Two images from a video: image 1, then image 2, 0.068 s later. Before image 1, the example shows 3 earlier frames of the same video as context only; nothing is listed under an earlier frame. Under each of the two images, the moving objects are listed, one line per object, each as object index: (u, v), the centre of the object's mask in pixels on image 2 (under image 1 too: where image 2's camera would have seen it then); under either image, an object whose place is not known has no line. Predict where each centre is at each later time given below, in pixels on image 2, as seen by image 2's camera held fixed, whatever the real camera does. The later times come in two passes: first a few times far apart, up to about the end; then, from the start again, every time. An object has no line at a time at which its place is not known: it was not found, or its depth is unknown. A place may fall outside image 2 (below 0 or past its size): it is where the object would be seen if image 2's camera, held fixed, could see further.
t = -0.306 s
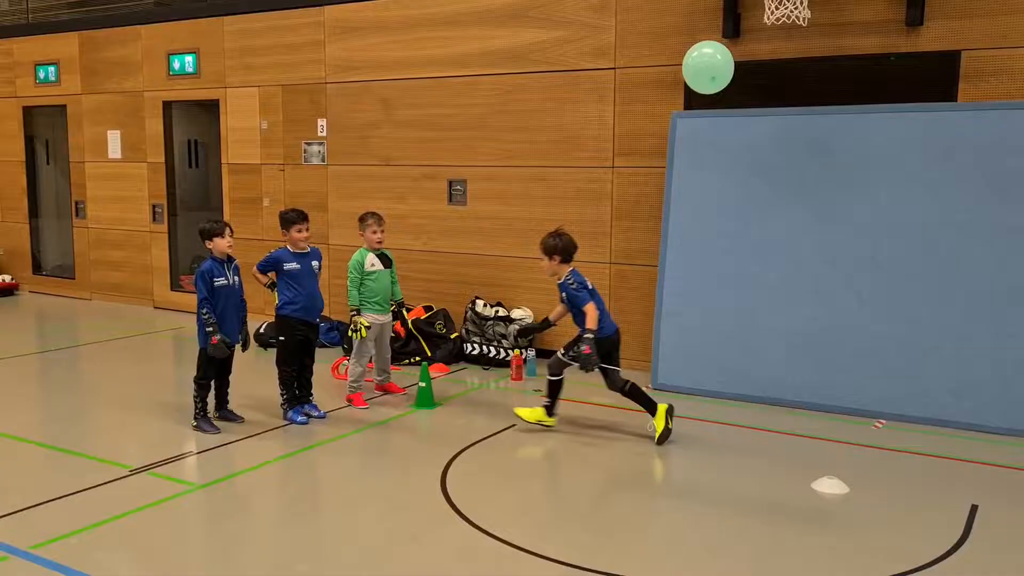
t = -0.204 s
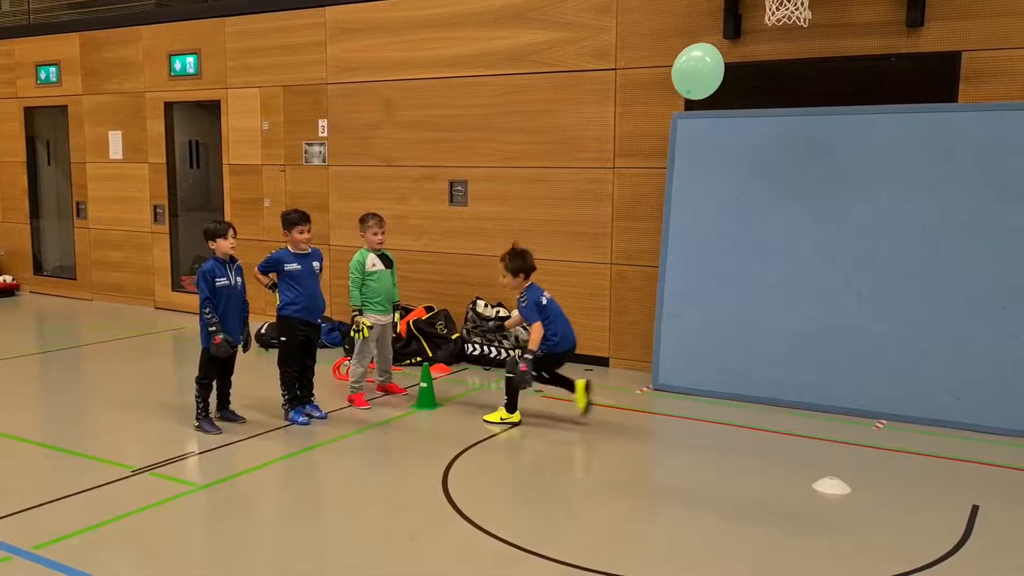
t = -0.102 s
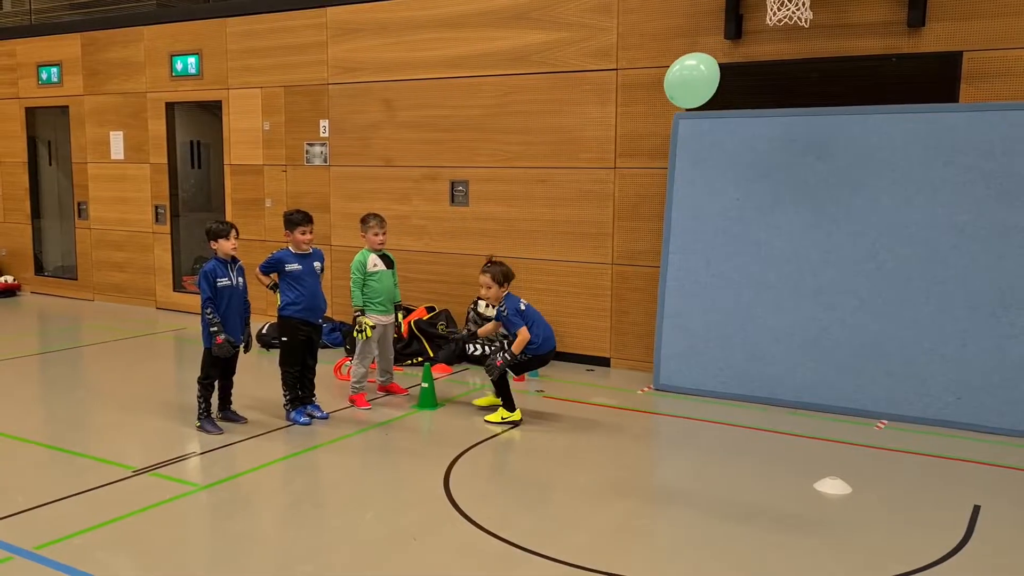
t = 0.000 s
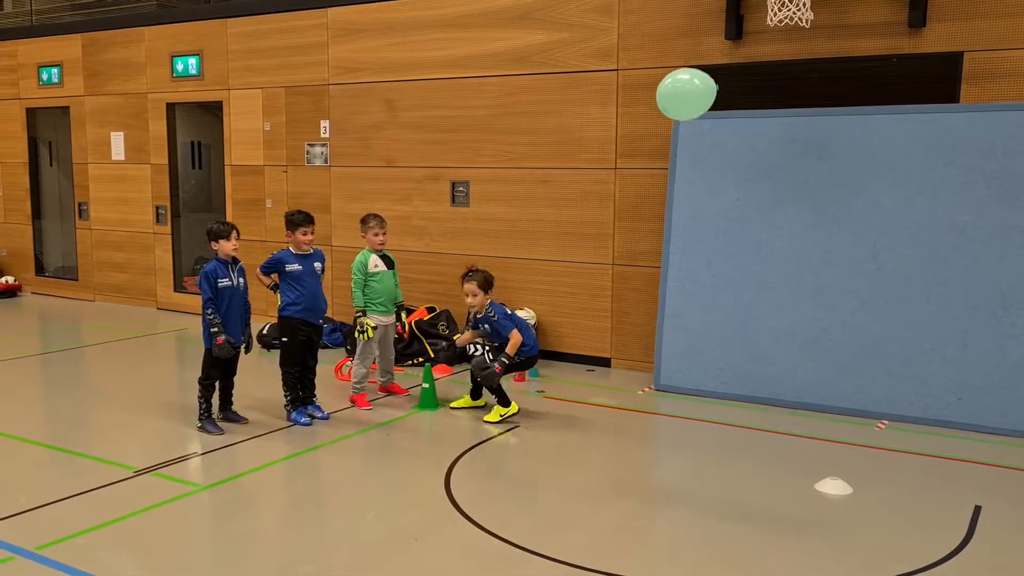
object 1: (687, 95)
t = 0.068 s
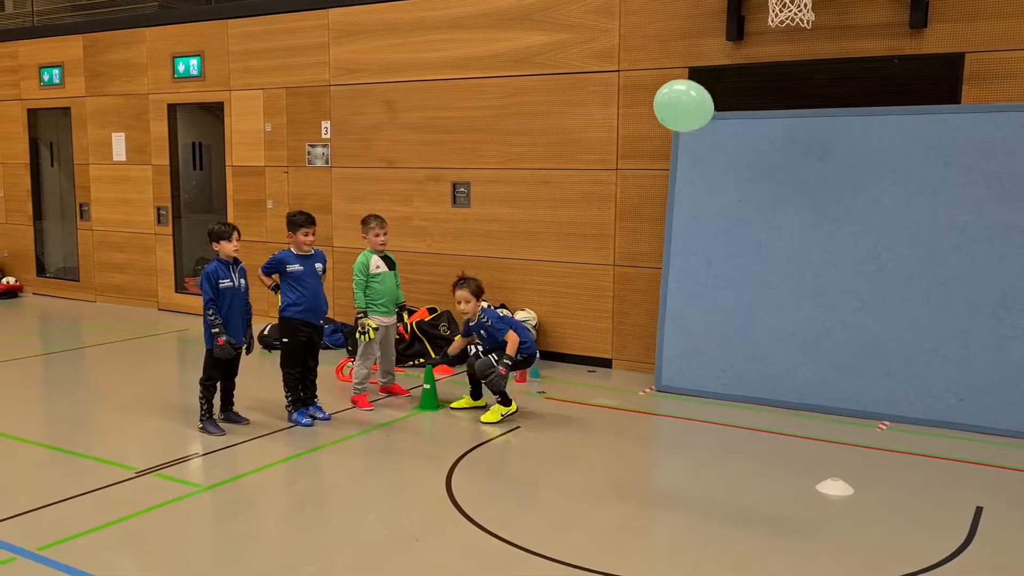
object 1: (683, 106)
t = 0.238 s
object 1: (677, 143)
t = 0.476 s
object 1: (662, 214)
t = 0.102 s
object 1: (682, 112)
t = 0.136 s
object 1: (680, 119)
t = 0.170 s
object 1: (679, 126)
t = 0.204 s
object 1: (678, 134)
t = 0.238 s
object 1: (677, 143)
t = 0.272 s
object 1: (676, 152)
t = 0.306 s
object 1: (674, 162)
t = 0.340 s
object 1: (672, 172)
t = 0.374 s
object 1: (670, 182)
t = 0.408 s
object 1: (668, 193)
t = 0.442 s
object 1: (665, 203)
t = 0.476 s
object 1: (662, 214)
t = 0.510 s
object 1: (660, 224)
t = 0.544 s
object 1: (657, 234)
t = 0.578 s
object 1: (654, 244)
